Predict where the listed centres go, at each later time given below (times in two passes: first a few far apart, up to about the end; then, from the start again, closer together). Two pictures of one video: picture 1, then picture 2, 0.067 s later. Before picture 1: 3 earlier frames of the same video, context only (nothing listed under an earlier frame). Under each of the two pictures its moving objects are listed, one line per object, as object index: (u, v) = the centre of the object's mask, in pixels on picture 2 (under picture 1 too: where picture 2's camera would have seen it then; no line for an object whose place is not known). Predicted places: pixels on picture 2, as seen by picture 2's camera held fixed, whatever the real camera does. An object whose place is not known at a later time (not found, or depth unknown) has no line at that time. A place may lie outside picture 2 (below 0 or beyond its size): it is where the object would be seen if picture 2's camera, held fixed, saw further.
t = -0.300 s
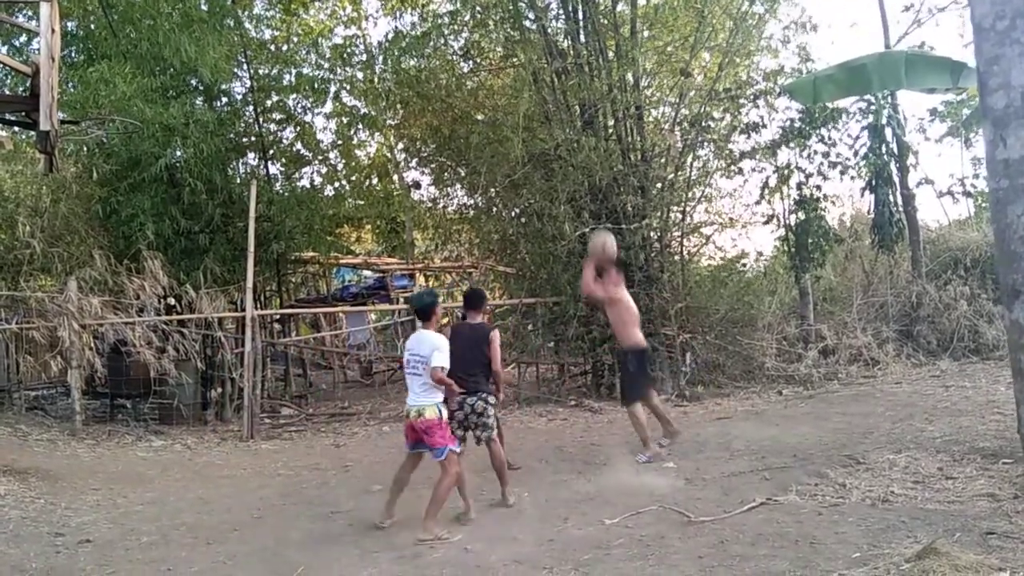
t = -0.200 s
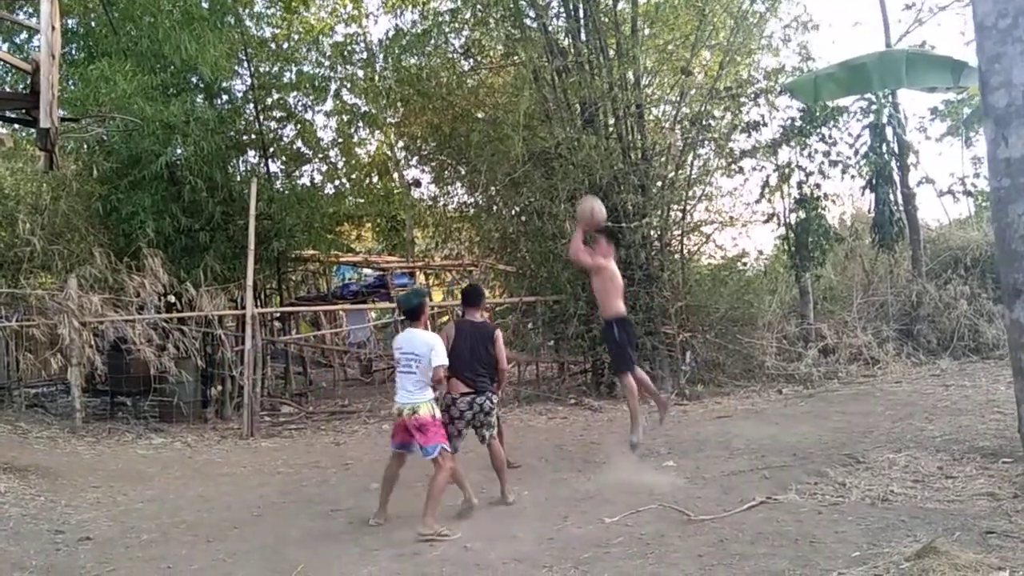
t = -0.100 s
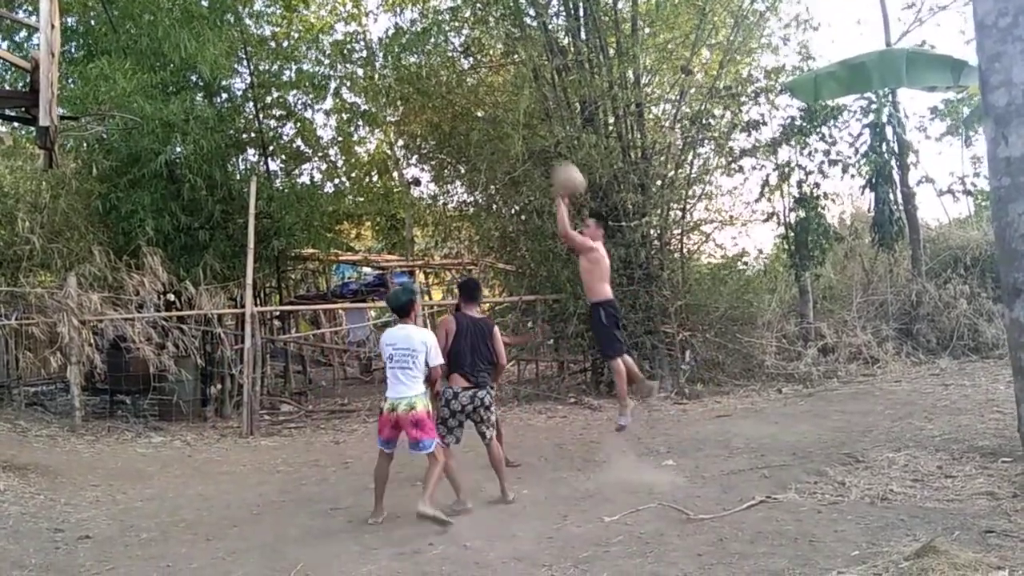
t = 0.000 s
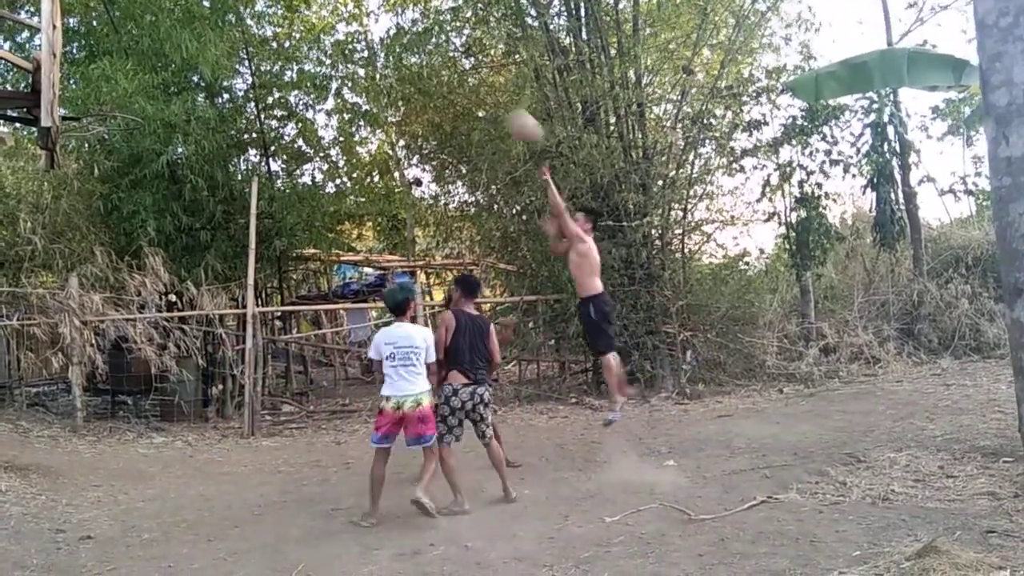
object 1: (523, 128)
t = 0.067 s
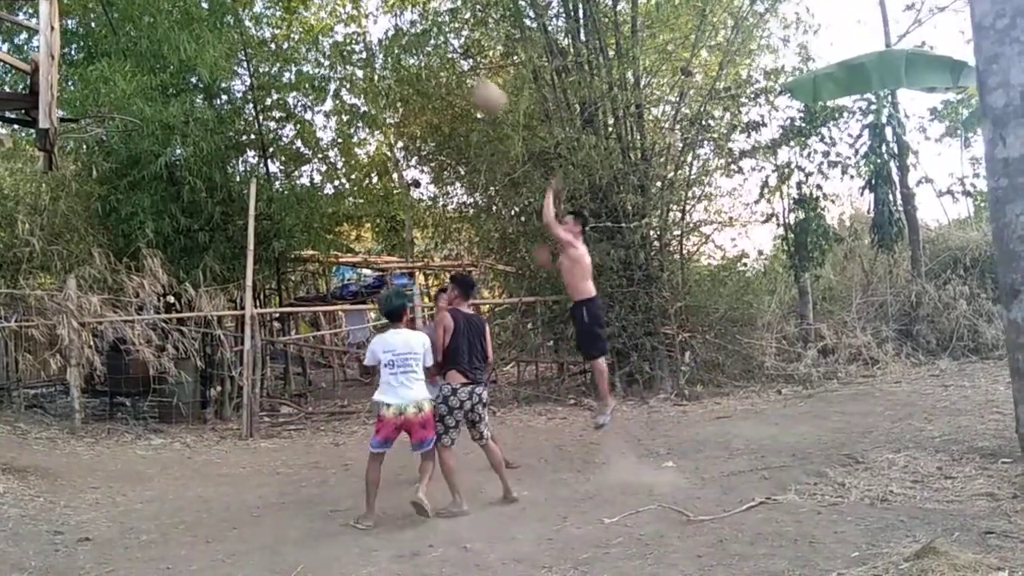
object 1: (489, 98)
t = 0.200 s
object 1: (420, 48)
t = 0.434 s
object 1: (301, 13)
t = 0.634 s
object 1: (196, 39)
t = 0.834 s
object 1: (100, 118)
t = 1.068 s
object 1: (100, 207)
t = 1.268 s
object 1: (78, 353)
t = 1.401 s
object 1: (64, 481)
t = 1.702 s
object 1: (45, 389)
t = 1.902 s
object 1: (41, 338)
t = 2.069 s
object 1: (43, 343)
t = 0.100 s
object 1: (471, 85)
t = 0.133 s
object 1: (455, 72)
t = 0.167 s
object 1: (436, 58)
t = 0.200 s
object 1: (420, 48)
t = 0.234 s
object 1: (405, 40)
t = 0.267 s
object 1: (389, 36)
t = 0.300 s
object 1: (367, 26)
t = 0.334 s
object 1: (351, 22)
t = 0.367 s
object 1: (334, 17)
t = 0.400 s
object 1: (317, 15)
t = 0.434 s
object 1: (301, 13)
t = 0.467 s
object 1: (284, 13)
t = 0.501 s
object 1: (267, 15)
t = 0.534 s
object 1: (248, 20)
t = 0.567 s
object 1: (231, 25)
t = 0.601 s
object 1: (214, 30)
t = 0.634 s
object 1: (196, 39)
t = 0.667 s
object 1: (180, 47)
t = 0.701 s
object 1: (163, 58)
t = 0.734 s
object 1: (146, 71)
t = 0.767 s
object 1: (129, 84)
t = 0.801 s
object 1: (111, 100)
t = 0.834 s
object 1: (100, 118)
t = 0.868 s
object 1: (116, 129)
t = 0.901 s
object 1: (126, 137)
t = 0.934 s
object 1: (120, 148)
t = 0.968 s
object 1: (115, 162)
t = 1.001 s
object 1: (110, 174)
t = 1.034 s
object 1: (103, 192)
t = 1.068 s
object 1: (100, 207)
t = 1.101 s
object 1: (94, 229)
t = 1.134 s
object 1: (90, 248)
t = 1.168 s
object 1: (86, 271)
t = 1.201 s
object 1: (82, 296)
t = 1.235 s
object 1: (79, 326)
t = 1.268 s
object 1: (78, 353)
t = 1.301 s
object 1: (72, 385)
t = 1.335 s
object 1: (69, 413)
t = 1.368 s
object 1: (67, 455)
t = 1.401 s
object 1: (64, 481)
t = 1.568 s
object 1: (52, 456)
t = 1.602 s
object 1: (51, 436)
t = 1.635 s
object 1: (48, 419)
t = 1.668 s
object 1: (48, 403)
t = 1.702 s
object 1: (45, 389)
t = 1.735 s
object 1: (44, 375)
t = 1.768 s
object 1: (42, 367)
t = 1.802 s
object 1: (42, 358)
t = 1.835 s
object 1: (42, 347)
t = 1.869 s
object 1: (41, 342)
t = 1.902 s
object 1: (41, 338)
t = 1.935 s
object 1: (41, 335)
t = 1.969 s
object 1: (41, 335)
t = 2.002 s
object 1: (42, 336)
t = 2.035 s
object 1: (42, 338)
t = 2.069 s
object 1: (43, 343)
